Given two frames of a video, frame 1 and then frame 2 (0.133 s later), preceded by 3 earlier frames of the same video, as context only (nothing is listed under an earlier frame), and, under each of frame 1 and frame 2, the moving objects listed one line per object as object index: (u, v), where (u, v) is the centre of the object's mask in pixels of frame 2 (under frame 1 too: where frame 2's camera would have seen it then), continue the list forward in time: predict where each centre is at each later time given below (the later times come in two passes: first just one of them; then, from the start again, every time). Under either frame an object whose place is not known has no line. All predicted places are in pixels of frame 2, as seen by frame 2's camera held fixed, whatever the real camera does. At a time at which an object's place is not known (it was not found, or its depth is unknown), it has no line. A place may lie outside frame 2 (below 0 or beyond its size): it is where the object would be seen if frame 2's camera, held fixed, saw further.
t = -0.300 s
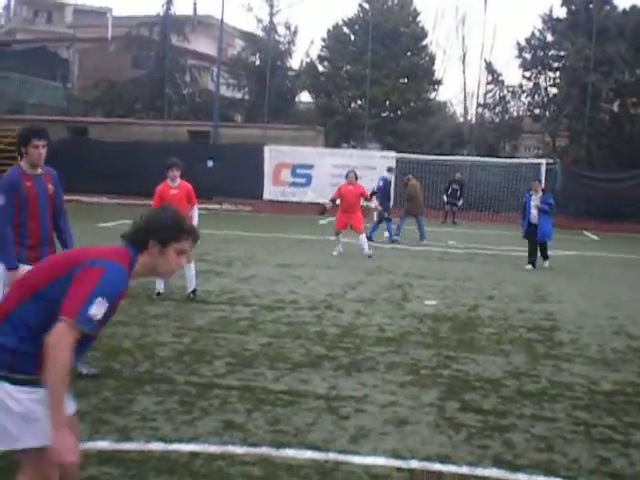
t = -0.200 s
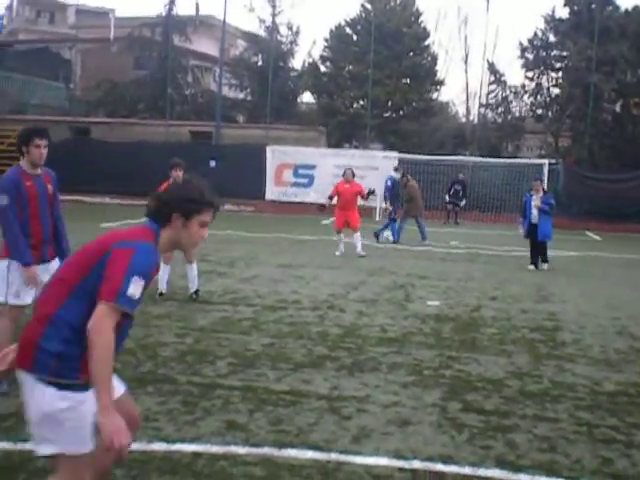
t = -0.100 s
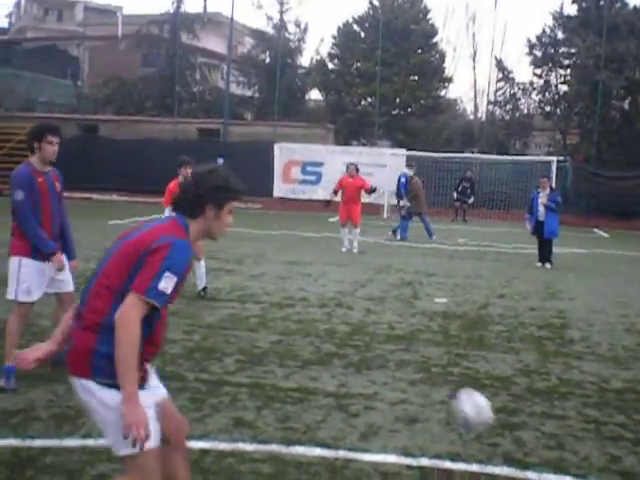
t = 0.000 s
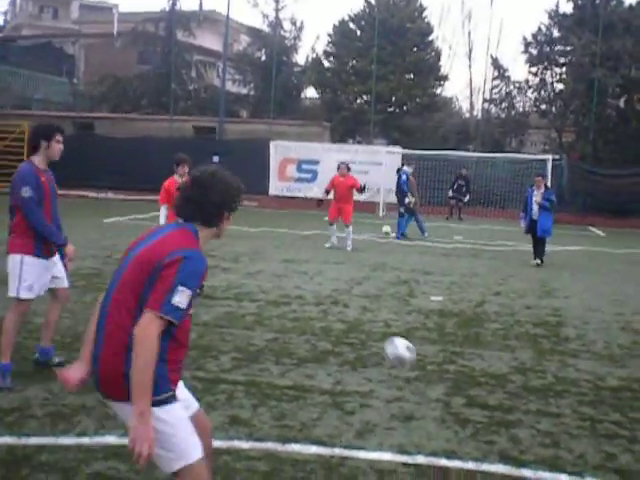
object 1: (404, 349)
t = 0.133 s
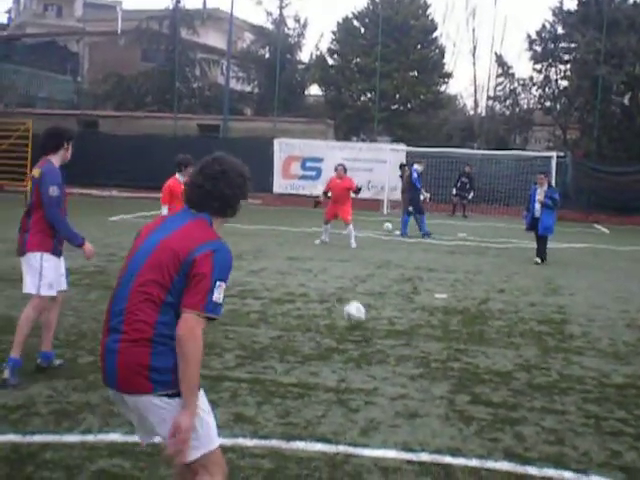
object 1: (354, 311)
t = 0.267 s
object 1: (328, 282)
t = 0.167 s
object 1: (346, 302)
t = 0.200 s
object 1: (340, 293)
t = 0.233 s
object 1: (333, 287)
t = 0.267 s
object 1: (328, 282)
